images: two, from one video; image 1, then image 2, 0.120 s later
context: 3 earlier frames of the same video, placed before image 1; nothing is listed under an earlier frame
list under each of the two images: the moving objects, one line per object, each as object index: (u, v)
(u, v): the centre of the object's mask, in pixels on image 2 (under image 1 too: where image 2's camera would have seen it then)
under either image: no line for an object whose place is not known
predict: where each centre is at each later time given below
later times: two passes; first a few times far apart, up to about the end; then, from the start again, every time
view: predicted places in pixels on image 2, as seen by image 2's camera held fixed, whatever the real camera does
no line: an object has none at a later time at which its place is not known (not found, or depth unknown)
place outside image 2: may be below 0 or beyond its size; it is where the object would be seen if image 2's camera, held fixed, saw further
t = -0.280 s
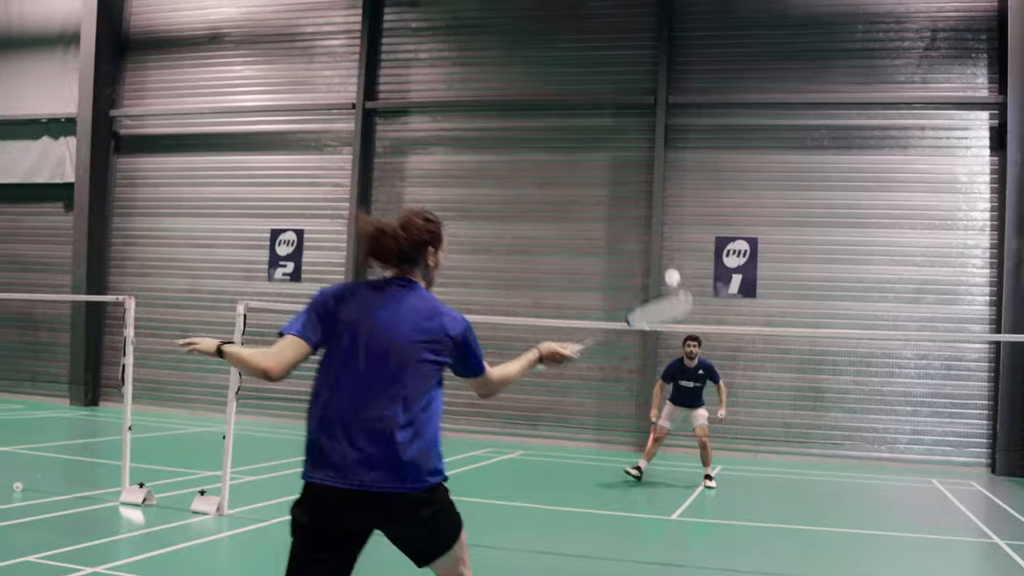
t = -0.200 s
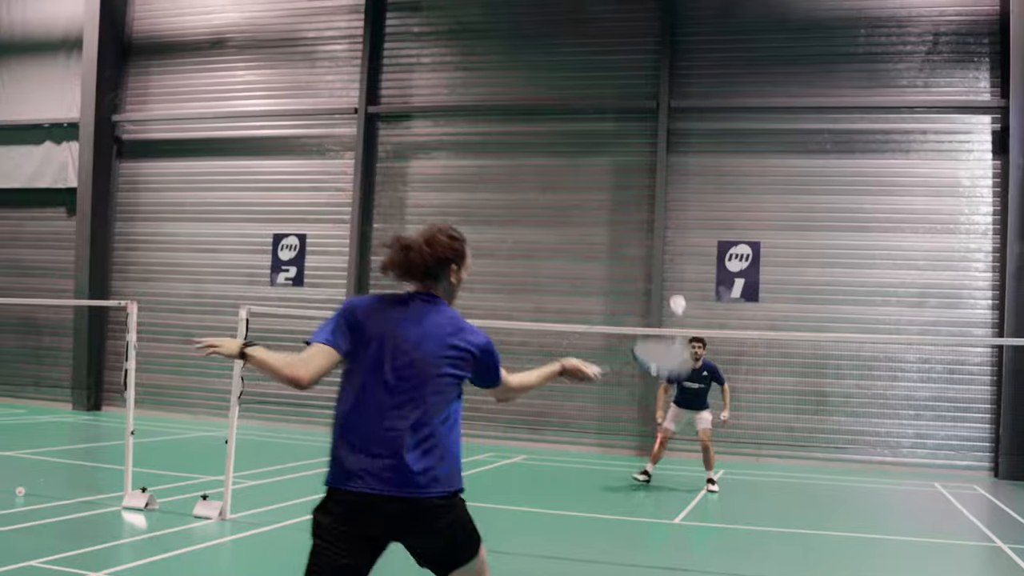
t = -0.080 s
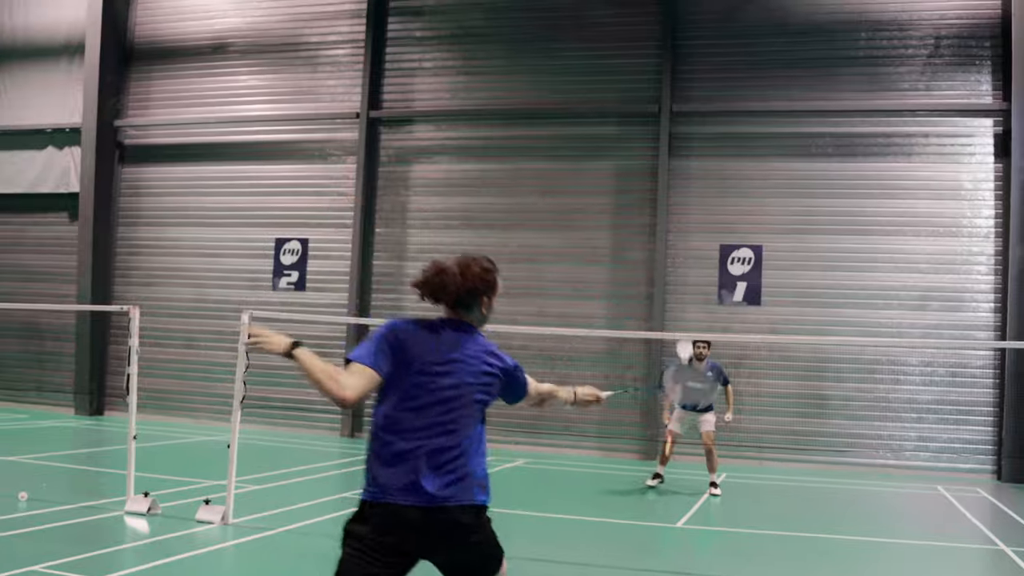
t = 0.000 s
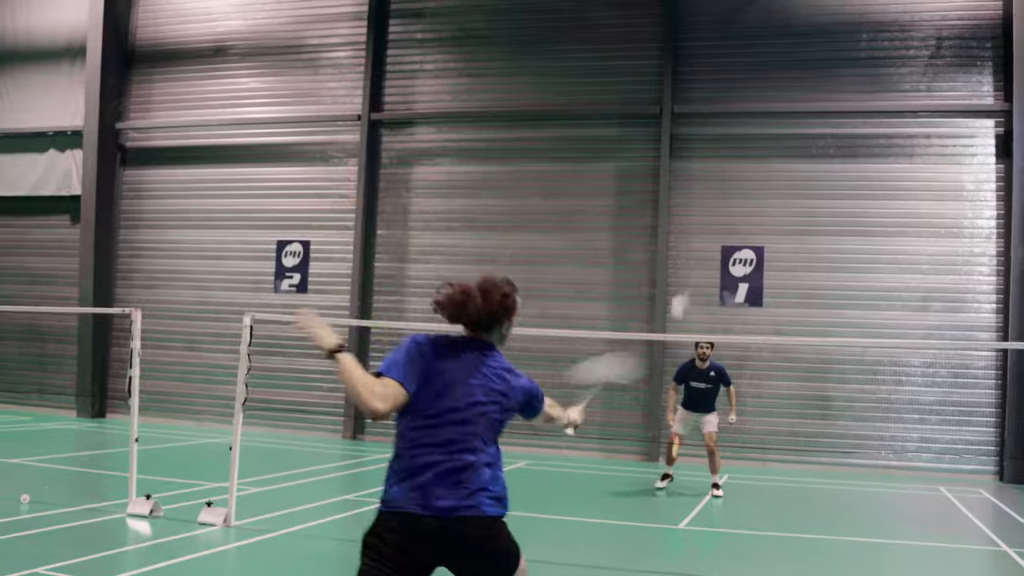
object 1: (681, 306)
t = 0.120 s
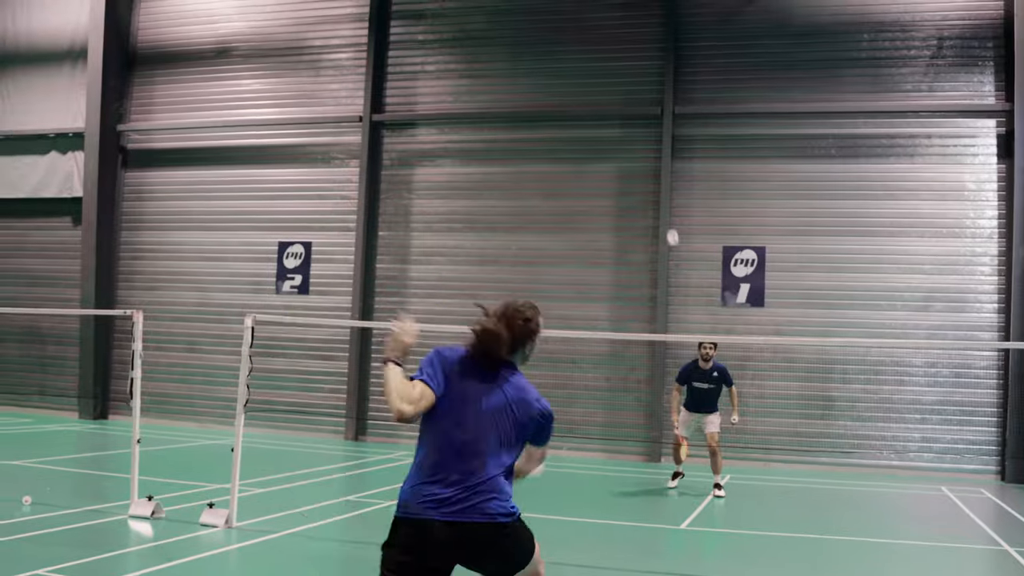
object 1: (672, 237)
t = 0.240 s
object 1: (667, 209)
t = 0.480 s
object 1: (660, 186)
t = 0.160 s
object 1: (671, 225)
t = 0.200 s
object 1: (669, 216)
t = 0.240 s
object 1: (667, 209)
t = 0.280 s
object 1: (666, 202)
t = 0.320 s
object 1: (664, 197)
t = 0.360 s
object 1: (664, 193)
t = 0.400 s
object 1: (662, 189)
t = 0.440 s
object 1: (661, 187)
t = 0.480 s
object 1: (660, 186)
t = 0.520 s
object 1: (660, 186)
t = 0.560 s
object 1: (659, 185)
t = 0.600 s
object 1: (658, 185)
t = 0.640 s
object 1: (658, 185)
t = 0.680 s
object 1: (657, 186)
